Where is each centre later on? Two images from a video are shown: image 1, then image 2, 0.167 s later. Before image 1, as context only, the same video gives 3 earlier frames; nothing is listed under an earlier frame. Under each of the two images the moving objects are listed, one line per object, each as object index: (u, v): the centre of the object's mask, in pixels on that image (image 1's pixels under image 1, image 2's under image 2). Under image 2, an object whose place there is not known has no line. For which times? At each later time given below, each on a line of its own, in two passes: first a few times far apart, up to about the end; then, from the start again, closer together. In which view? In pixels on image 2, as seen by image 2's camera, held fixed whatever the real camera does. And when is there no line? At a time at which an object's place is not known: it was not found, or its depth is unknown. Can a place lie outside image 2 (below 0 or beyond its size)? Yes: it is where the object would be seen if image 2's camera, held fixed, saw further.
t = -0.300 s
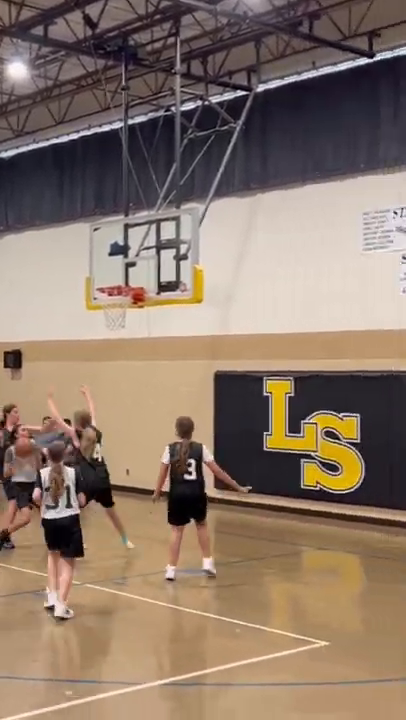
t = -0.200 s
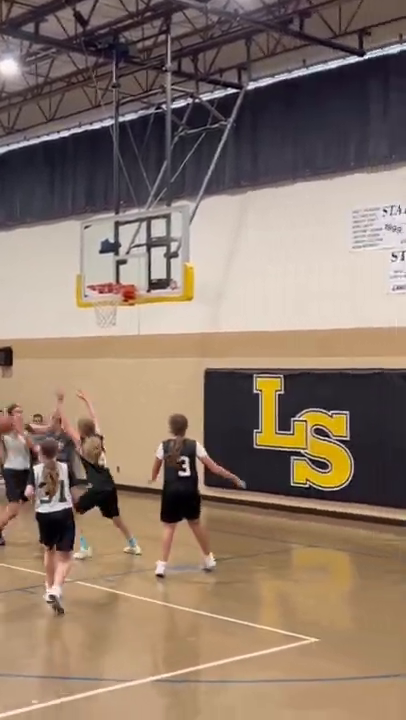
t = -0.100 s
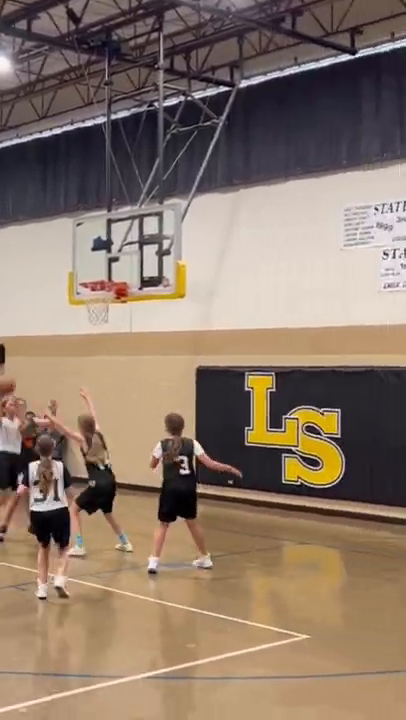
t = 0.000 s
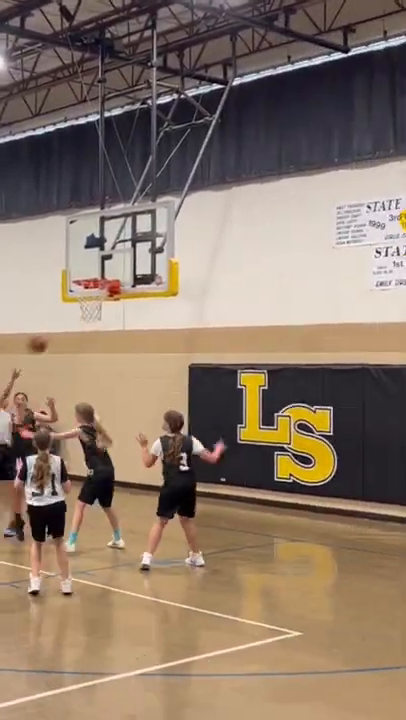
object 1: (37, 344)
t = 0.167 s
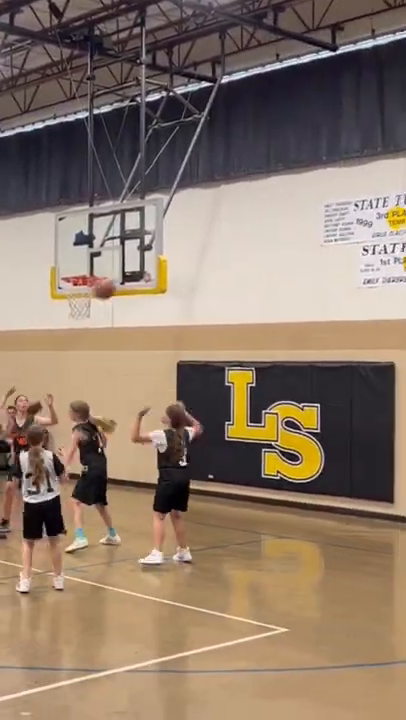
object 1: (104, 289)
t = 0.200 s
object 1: (120, 281)
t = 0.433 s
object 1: (244, 254)
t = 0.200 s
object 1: (120, 281)
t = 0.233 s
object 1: (137, 274)
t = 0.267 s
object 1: (155, 268)
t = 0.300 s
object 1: (172, 263)
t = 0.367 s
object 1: (207, 256)
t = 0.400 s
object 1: (226, 255)
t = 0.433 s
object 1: (244, 254)
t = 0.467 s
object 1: (263, 255)
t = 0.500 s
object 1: (283, 256)
